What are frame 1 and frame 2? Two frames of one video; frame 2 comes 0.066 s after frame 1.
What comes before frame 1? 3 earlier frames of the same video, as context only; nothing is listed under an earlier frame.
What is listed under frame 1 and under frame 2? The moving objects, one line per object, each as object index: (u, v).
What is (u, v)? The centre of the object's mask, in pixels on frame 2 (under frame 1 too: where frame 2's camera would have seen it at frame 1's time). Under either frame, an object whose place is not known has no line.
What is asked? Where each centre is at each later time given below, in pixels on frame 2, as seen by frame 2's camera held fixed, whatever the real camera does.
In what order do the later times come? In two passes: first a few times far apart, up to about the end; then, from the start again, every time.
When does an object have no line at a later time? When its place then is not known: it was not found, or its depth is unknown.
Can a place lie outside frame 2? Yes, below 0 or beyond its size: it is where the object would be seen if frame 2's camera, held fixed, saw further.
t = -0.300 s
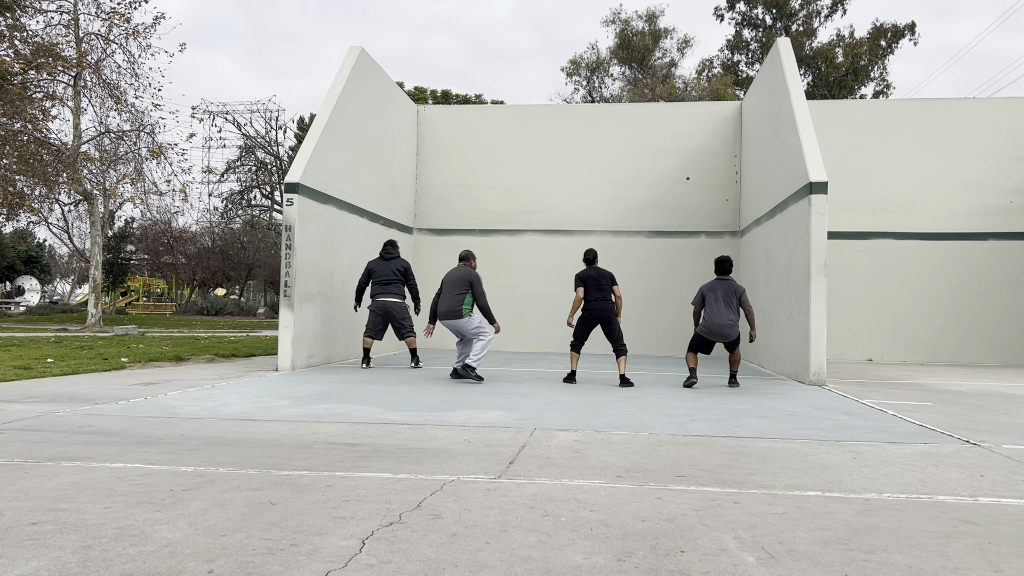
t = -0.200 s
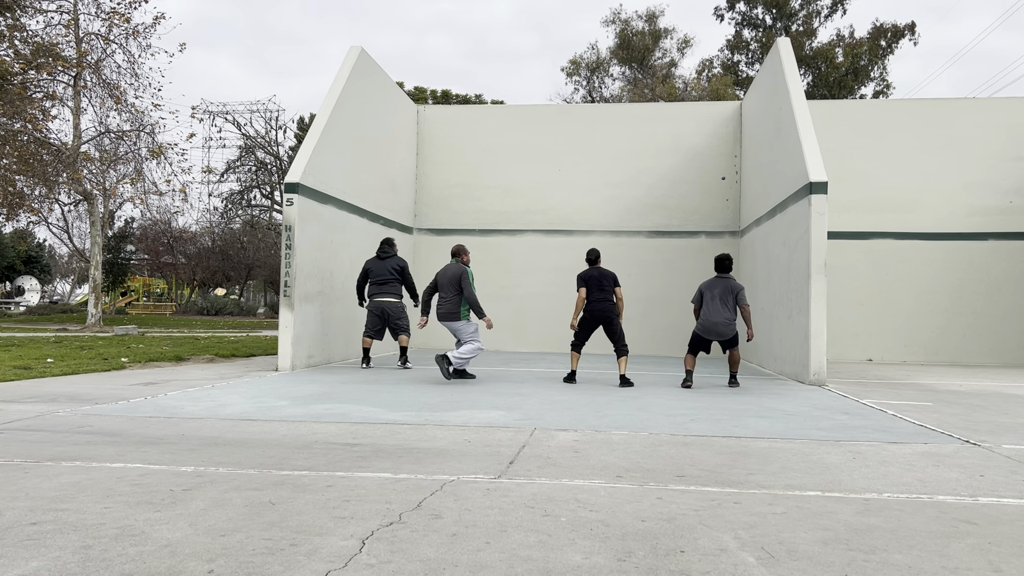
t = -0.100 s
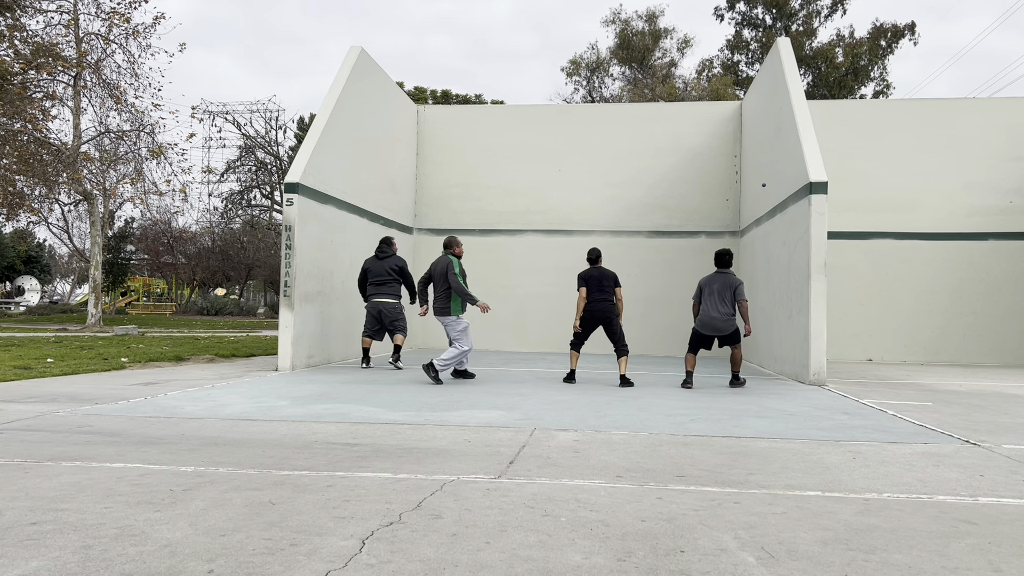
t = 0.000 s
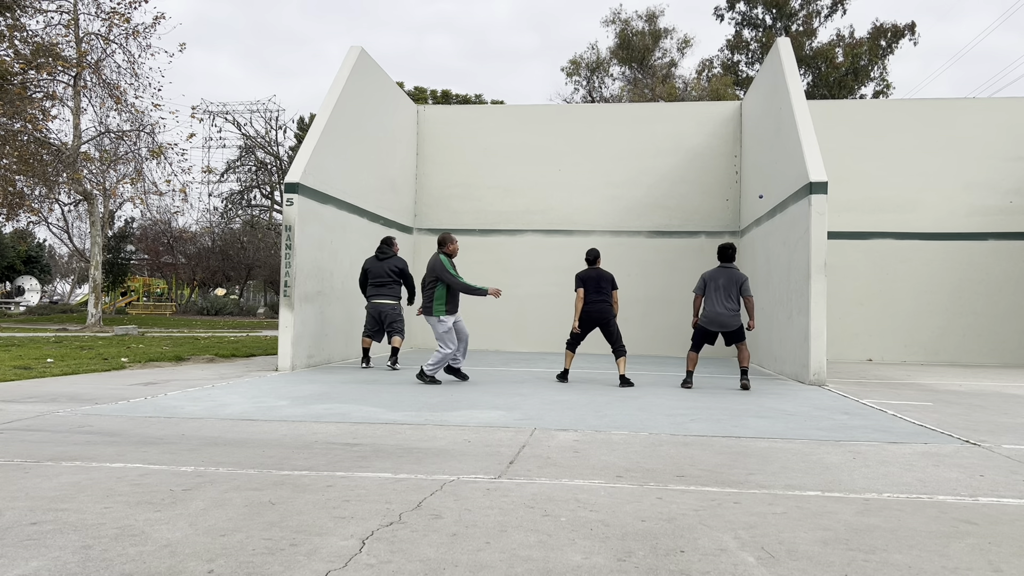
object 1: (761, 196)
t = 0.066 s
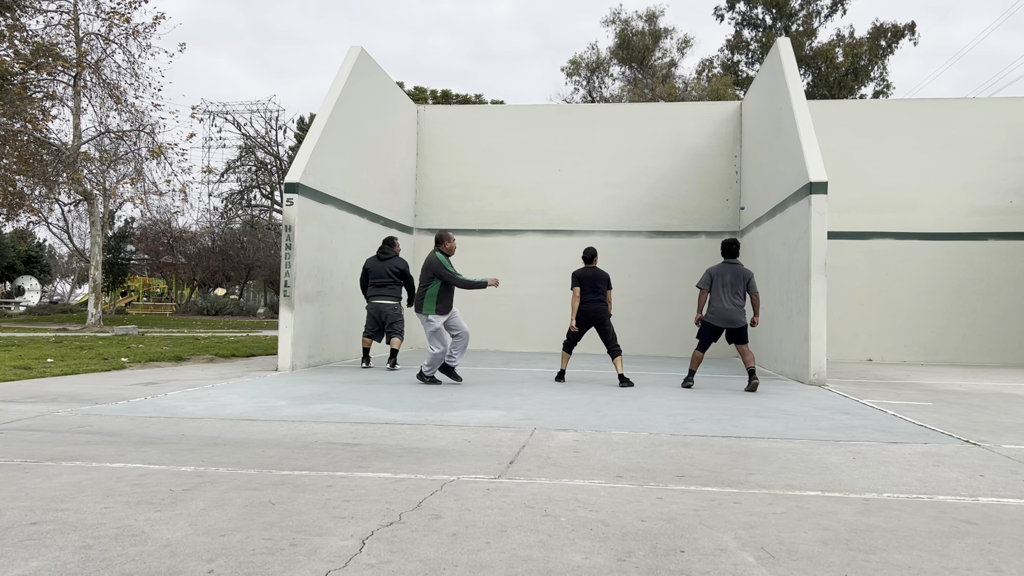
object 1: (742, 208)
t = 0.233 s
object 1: (692, 256)
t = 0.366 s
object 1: (646, 319)
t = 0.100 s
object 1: (733, 215)
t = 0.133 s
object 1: (722, 224)
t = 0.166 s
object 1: (713, 233)
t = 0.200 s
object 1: (702, 244)
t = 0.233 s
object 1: (692, 256)
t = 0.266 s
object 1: (681, 270)
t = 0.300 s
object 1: (670, 285)
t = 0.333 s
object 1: (658, 301)
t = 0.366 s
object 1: (646, 319)
